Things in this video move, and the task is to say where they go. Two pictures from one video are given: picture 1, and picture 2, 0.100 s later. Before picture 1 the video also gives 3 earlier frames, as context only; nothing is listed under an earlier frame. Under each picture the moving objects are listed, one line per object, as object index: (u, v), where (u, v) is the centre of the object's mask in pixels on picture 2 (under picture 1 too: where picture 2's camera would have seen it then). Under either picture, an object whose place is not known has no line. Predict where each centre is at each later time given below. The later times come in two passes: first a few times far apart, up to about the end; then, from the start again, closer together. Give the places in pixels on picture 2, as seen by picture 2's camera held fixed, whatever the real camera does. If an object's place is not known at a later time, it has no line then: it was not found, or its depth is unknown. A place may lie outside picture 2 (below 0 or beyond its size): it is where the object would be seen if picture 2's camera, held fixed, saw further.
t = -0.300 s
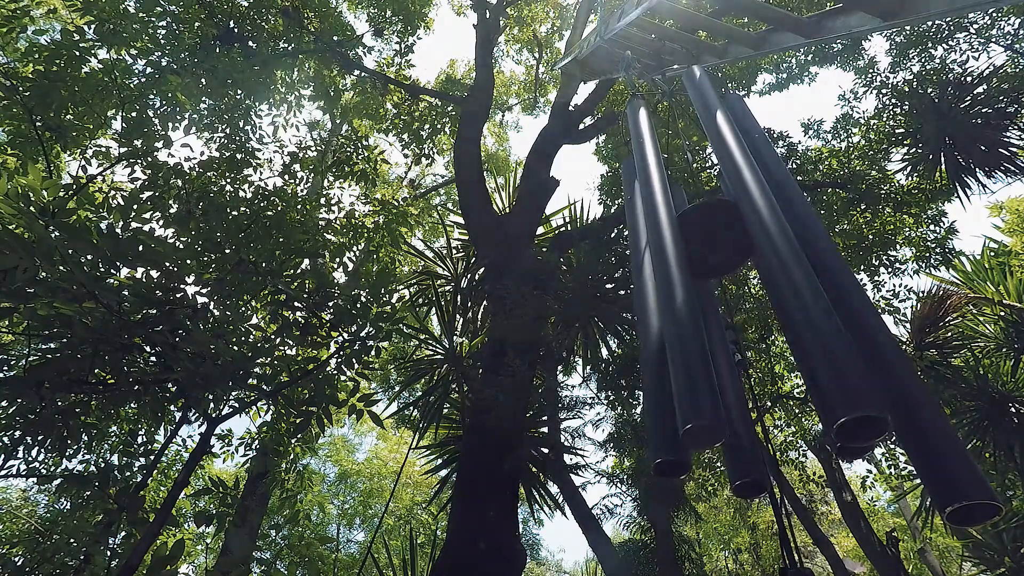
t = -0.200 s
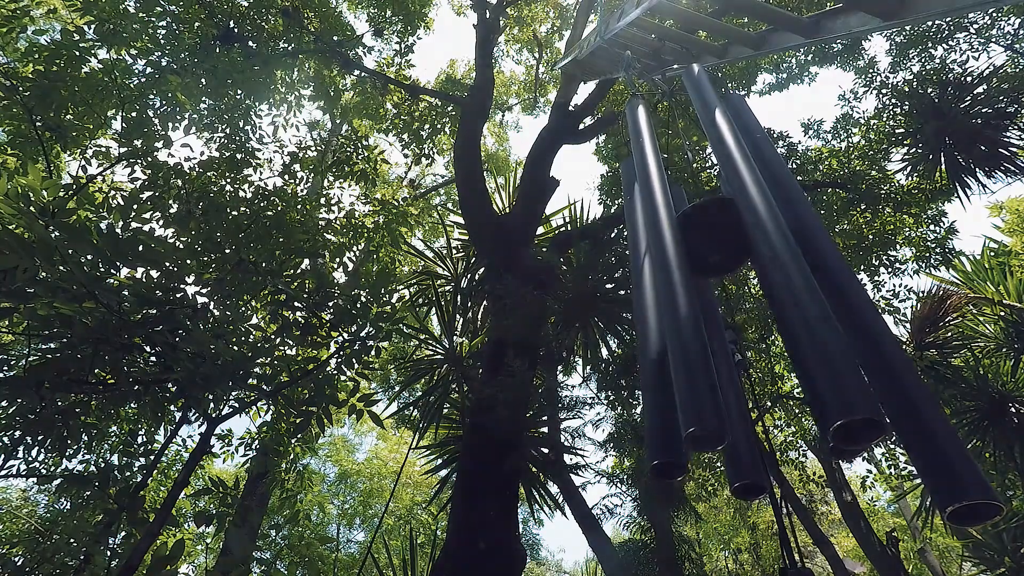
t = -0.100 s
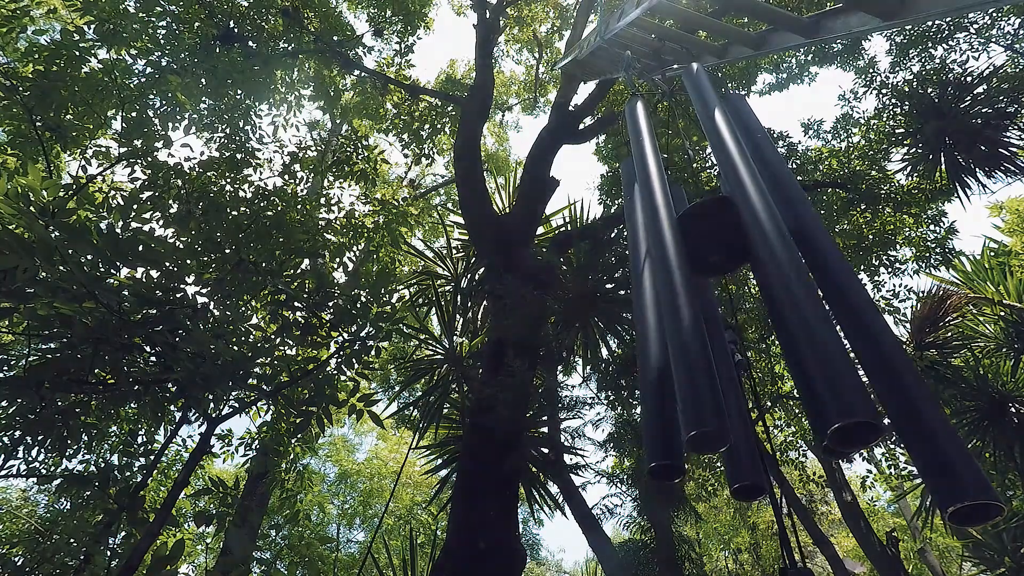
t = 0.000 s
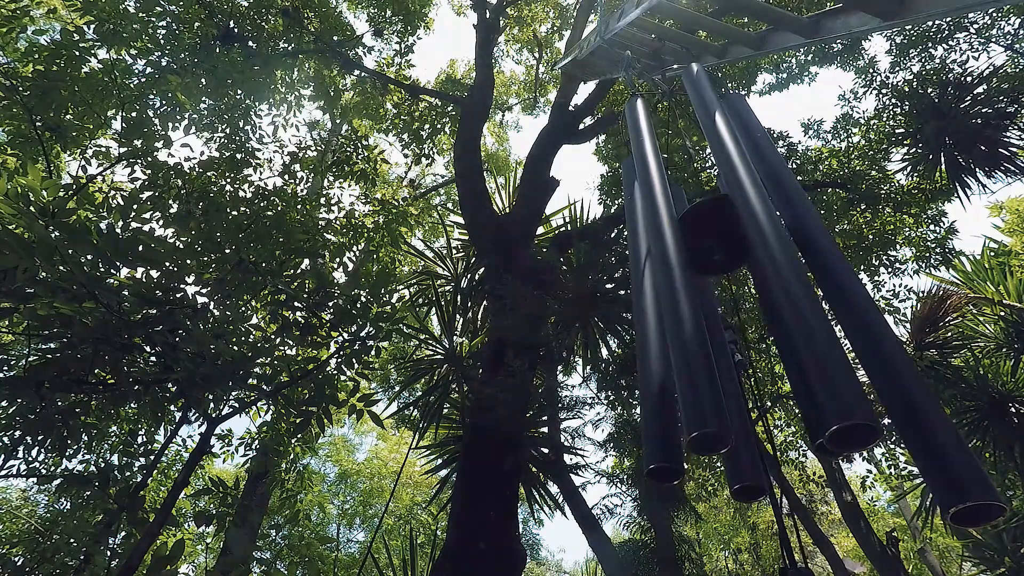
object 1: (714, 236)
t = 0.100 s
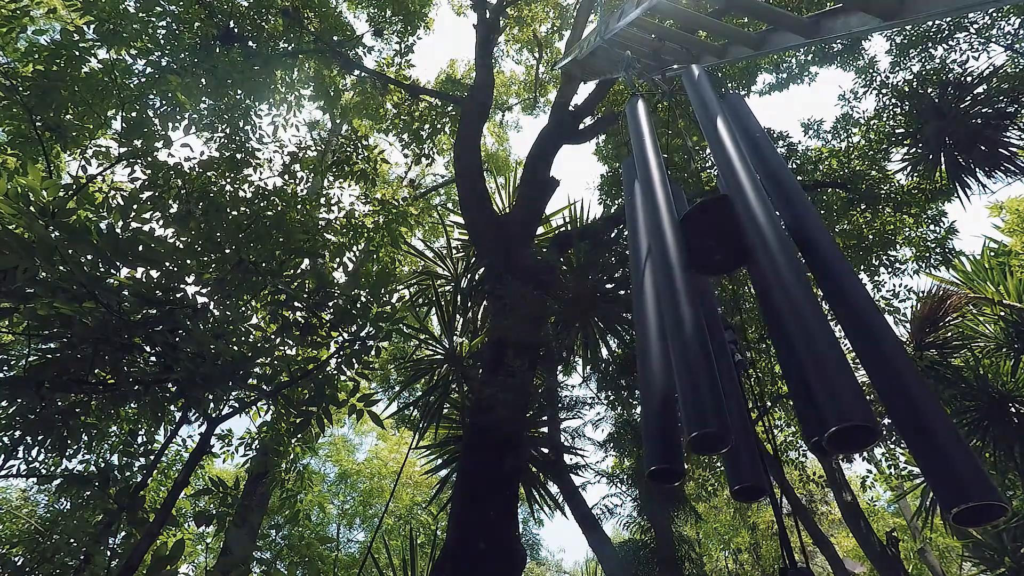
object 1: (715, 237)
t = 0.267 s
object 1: (715, 238)
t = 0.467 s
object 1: (715, 240)
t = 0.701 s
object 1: (716, 241)
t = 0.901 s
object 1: (717, 240)
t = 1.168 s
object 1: (718, 238)
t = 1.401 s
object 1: (719, 236)
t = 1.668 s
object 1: (720, 237)
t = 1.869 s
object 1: (718, 238)
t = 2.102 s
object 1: (716, 240)
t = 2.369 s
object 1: (714, 241)
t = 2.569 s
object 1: (714, 241)
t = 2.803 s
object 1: (717, 243)
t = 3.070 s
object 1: (719, 243)
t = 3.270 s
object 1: (720, 243)
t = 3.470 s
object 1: (721, 243)
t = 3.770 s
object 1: (721, 240)
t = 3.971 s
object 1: (720, 239)
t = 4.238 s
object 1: (717, 238)
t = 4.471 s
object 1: (715, 240)
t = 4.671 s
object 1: (714, 243)
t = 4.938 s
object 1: (715, 245)
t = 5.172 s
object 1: (717, 244)
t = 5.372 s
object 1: (718, 240)
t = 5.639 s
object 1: (717, 236)
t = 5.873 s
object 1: (717, 237)
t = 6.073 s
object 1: (716, 240)
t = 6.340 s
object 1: (715, 243)
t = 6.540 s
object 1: (715, 241)
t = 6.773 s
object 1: (714, 238)
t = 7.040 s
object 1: (714, 236)
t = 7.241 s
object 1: (715, 240)
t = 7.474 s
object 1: (717, 243)
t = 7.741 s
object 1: (716, 242)
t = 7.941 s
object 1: (715, 240)
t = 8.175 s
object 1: (714, 238)
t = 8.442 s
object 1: (715, 239)
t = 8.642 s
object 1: (717, 242)
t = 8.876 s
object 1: (718, 249)
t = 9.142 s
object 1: (717, 248)
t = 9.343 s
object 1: (716, 242)
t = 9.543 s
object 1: (715, 240)
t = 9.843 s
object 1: (714, 246)
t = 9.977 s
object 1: (714, 246)
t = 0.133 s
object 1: (715, 237)
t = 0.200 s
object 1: (715, 237)
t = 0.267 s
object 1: (715, 238)
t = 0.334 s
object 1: (715, 238)
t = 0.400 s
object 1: (716, 238)
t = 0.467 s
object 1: (715, 240)
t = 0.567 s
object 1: (715, 240)
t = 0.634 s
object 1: (715, 241)
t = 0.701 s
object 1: (716, 241)
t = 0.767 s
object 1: (716, 241)
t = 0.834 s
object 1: (716, 241)
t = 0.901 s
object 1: (717, 240)
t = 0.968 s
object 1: (717, 240)
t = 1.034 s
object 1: (718, 239)
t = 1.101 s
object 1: (718, 238)
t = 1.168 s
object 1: (718, 238)
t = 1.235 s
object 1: (718, 237)
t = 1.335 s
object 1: (718, 236)
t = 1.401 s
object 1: (719, 236)
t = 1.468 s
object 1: (719, 236)
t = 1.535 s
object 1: (720, 236)
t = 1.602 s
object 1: (719, 237)
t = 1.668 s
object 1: (720, 237)
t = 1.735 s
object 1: (719, 238)
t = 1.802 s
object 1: (719, 238)
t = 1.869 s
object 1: (718, 238)
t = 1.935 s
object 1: (718, 239)
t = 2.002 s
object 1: (717, 239)
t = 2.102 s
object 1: (716, 240)
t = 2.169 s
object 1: (716, 240)
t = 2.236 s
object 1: (715, 240)
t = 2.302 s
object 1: (715, 240)
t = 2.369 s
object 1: (714, 241)
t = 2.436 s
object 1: (714, 241)
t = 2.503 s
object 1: (714, 241)
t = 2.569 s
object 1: (714, 241)
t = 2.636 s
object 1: (715, 242)
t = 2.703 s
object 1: (715, 242)
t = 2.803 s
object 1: (717, 243)
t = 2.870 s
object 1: (718, 243)
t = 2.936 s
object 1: (719, 243)
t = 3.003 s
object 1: (719, 243)
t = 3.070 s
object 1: (719, 243)
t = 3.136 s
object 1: (720, 243)
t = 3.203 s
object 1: (720, 243)
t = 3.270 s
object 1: (720, 243)
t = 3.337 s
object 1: (721, 243)
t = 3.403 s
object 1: (721, 243)
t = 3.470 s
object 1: (721, 243)
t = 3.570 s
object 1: (721, 243)
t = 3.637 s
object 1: (721, 242)
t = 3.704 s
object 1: (721, 241)
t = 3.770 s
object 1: (721, 240)
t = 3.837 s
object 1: (720, 240)
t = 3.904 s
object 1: (720, 239)
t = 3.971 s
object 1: (720, 239)
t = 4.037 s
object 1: (719, 238)
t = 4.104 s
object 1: (718, 238)
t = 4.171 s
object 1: (717, 238)
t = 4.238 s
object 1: (717, 238)
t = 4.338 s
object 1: (717, 238)
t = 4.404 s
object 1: (715, 239)
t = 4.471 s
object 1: (715, 240)
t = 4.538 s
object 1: (714, 241)
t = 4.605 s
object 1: (714, 242)
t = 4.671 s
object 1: (714, 243)
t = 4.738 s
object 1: (714, 244)
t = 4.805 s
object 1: (715, 245)
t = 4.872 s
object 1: (715, 245)
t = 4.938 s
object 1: (715, 245)
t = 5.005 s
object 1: (716, 245)
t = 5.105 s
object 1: (716, 245)
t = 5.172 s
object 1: (717, 244)
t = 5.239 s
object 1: (718, 243)
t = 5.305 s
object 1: (718, 242)
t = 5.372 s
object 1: (718, 240)
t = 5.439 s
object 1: (718, 239)
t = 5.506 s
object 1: (718, 238)
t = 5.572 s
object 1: (717, 237)
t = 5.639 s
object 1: (717, 236)
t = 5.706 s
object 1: (718, 236)
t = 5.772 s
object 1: (717, 236)
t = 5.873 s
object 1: (717, 237)
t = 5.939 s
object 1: (717, 237)
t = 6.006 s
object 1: (717, 239)
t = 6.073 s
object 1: (716, 240)
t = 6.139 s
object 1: (716, 241)
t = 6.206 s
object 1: (716, 242)
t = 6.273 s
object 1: (716, 242)
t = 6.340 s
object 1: (715, 243)
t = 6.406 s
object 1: (715, 243)
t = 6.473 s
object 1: (715, 242)
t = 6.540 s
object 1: (715, 241)
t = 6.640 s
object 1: (714, 239)
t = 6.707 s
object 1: (714, 238)
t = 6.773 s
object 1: (714, 238)
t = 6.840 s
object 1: (714, 237)
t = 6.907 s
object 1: (714, 236)
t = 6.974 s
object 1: (714, 236)
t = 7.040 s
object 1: (714, 236)
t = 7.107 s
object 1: (715, 237)
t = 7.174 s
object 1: (715, 238)
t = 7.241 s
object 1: (715, 240)
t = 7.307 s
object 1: (716, 240)
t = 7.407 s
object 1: (717, 242)
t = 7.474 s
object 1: (717, 243)
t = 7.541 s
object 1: (717, 243)
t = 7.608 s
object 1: (717, 243)
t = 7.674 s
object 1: (717, 243)
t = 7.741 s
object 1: (716, 242)
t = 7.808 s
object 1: (717, 241)
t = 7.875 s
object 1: (716, 240)
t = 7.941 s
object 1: (715, 240)
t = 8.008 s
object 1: (715, 238)
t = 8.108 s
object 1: (714, 238)
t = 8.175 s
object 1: (714, 238)
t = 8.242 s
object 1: (714, 238)
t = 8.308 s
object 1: (714, 238)
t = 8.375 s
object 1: (714, 238)
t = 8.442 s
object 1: (715, 239)
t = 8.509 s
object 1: (715, 239)
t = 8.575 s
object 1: (716, 241)
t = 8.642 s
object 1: (717, 242)
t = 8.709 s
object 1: (717, 244)
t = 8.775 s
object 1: (718, 246)
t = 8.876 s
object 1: (718, 249)
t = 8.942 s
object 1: (718, 249)
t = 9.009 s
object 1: (717, 250)
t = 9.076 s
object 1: (717, 249)
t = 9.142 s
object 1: (717, 248)
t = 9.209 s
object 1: (717, 246)
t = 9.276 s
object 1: (717, 244)
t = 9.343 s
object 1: (716, 242)
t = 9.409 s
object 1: (716, 241)
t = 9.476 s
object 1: (715, 240)
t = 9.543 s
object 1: (715, 240)
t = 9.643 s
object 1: (714, 241)
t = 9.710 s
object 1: (714, 242)
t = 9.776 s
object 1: (714, 245)
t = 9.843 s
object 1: (714, 246)
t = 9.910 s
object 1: (714, 246)
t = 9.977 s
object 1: (714, 246)
